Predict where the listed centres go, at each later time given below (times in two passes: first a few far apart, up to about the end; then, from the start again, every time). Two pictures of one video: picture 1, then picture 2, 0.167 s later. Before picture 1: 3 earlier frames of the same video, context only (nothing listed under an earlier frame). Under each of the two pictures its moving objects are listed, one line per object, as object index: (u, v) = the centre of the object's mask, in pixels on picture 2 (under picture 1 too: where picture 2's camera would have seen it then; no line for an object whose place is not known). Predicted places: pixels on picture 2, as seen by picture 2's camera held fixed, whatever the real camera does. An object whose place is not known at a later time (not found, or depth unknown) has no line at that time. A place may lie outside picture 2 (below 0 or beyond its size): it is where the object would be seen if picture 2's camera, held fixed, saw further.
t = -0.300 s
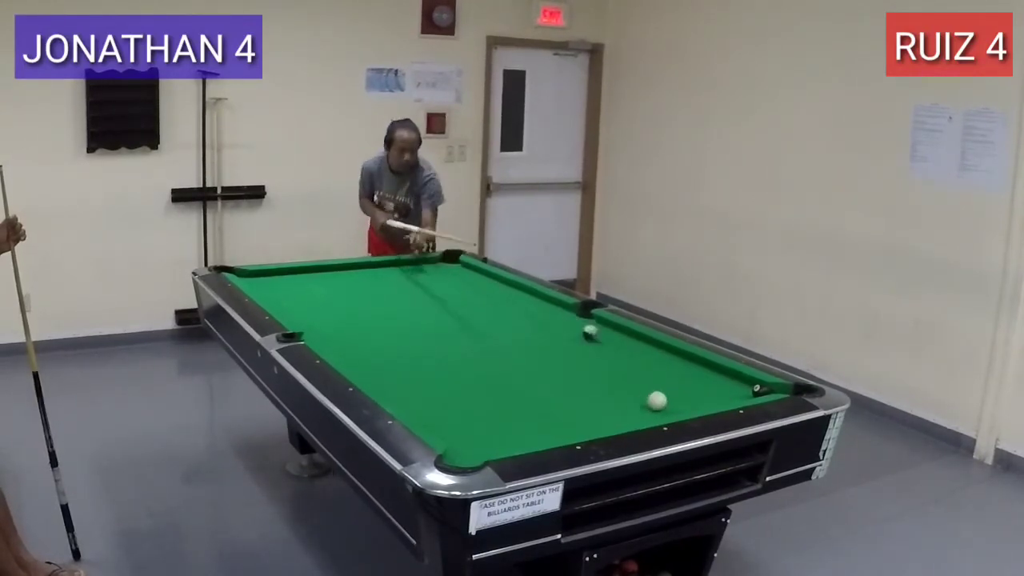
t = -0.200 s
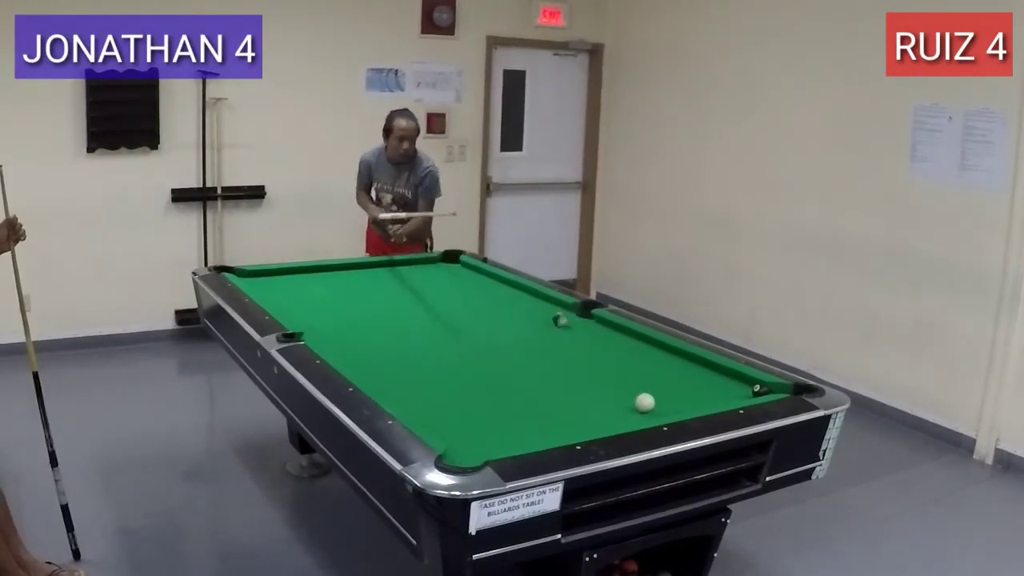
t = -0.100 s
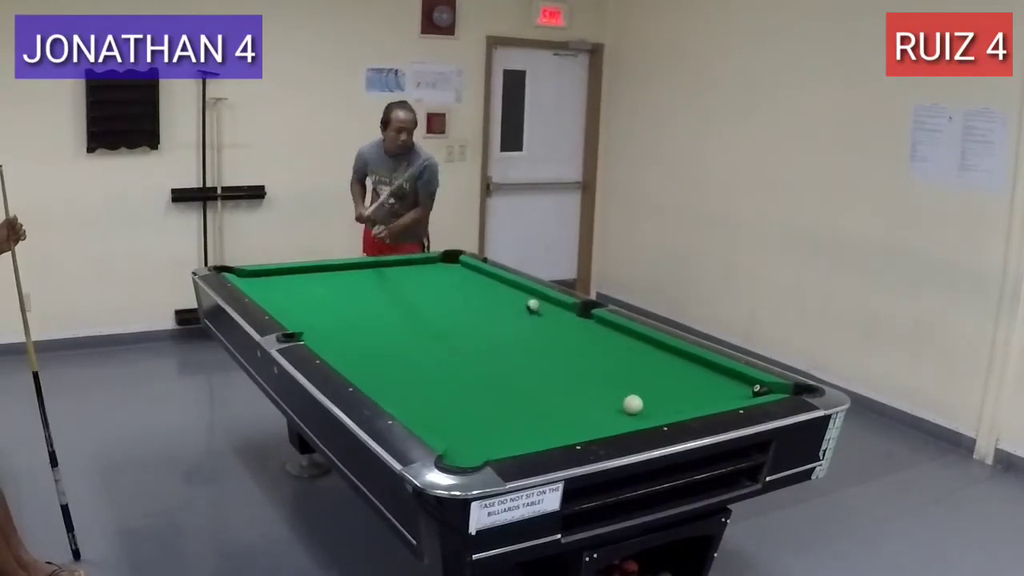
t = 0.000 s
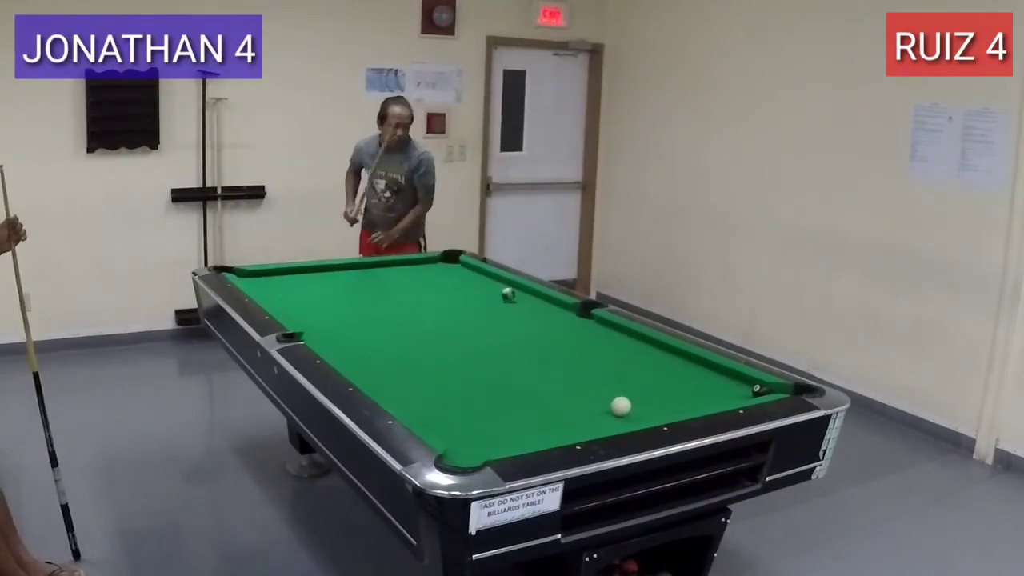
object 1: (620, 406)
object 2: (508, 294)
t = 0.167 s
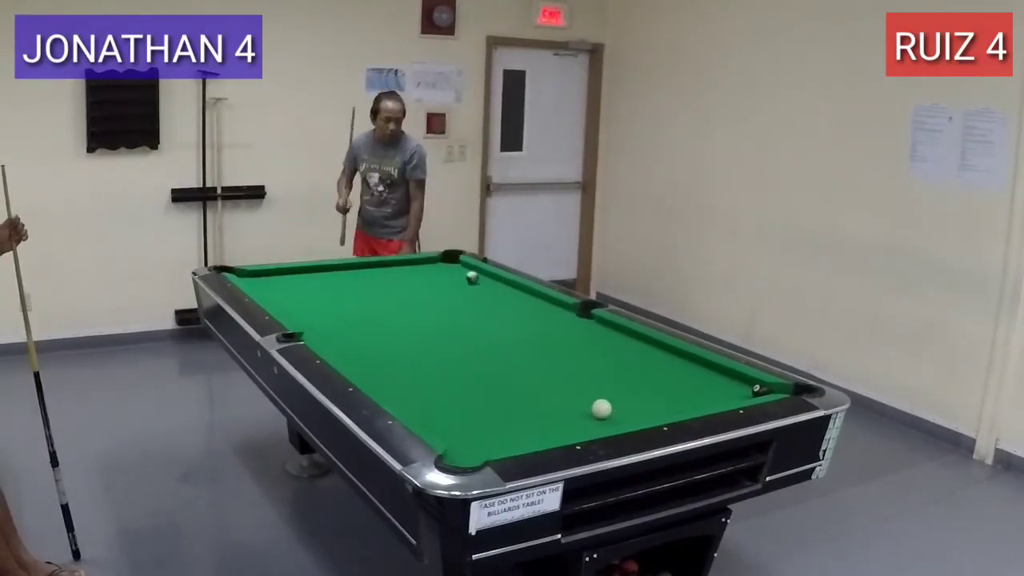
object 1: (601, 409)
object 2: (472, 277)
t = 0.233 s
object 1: (593, 410)
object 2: (459, 272)
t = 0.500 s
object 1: (564, 414)
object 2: (443, 264)
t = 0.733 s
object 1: (539, 417)
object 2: (461, 274)
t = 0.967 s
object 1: (517, 419)
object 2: (480, 286)
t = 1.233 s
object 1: (493, 422)
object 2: (503, 298)
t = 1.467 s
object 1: (474, 424)
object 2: (525, 310)
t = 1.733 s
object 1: (455, 426)
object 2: (551, 323)
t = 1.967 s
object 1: (441, 427)
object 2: (576, 337)
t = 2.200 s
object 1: (436, 426)
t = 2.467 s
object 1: (441, 426)
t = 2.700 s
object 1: (443, 425)
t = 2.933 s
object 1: (444, 425)
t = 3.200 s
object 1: (444, 425)
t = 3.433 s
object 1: (444, 425)
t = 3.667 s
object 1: (444, 425)
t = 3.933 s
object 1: (444, 425)
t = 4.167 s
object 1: (444, 425)
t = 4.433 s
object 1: (444, 425)
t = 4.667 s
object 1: (444, 425)
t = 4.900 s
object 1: (444, 425)
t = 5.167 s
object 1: (444, 425)
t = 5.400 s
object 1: (444, 425)
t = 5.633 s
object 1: (444, 425)
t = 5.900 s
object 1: (444, 425)
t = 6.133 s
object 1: (444, 425)
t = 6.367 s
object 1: (444, 425)
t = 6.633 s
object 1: (444, 425)
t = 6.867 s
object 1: (444, 425)
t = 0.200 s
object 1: (597, 409)
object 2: (466, 274)
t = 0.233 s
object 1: (593, 410)
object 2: (459, 272)
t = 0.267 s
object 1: (590, 410)
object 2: (453, 269)
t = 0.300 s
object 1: (586, 411)
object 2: (447, 265)
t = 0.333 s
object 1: (582, 411)
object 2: (441, 263)
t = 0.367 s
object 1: (578, 412)
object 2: (436, 260)
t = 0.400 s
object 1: (575, 412)
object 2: (434, 258)
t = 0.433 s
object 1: (571, 413)
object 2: (437, 261)
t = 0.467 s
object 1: (567, 413)
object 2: (440, 263)
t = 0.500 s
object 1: (564, 414)
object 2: (443, 264)
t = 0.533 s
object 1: (560, 414)
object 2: (446, 265)
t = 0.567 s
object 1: (556, 415)
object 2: (448, 267)
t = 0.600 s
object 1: (553, 415)
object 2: (450, 267)
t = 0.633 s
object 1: (550, 415)
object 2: (453, 269)
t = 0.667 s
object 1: (546, 416)
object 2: (455, 271)
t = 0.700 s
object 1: (543, 416)
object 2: (459, 272)
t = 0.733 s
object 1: (539, 417)
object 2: (461, 274)
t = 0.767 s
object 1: (536, 417)
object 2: (463, 276)
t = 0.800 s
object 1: (533, 417)
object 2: (466, 277)
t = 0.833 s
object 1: (529, 418)
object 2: (469, 279)
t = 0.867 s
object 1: (526, 418)
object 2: (472, 280)
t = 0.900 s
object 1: (523, 419)
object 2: (474, 281)
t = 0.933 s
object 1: (520, 419)
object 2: (478, 283)
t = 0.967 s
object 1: (517, 419)
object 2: (480, 286)
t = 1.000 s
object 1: (514, 419)
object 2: (482, 286)
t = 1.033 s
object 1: (510, 420)
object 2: (485, 288)
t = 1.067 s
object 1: (507, 420)
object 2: (488, 290)
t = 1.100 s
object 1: (504, 421)
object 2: (491, 291)
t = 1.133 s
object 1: (501, 421)
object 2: (494, 293)
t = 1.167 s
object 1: (498, 421)
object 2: (497, 295)
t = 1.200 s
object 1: (496, 422)
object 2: (500, 296)
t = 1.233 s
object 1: (493, 422)
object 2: (503, 298)
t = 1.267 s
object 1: (490, 422)
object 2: (506, 299)
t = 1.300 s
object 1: (487, 422)
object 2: (509, 301)
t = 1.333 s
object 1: (485, 423)
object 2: (512, 302)
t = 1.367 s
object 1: (482, 423)
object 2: (516, 305)
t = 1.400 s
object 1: (479, 423)
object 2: (518, 306)
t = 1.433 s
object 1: (477, 424)
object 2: (521, 307)
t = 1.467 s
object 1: (474, 424)
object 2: (525, 310)
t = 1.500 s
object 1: (471, 424)
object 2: (528, 311)
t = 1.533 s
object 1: (469, 424)
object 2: (531, 312)
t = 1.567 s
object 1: (466, 425)
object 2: (534, 315)
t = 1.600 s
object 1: (464, 425)
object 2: (536, 316)
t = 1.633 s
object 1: (462, 425)
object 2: (540, 318)
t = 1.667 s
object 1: (459, 425)
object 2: (544, 321)
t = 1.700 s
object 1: (457, 426)
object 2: (547, 320)
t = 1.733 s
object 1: (455, 426)
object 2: (551, 323)
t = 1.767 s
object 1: (453, 426)
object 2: (555, 326)
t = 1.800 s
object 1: (451, 426)
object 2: (557, 328)
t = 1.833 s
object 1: (449, 426)
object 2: (560, 329)
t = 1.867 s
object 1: (446, 427)
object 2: (565, 331)
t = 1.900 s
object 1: (445, 427)
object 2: (569, 333)
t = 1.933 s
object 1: (443, 427)
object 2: (572, 334)
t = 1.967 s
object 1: (441, 427)
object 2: (576, 337)
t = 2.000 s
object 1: (439, 427)
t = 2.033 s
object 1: (437, 426)
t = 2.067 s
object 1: (436, 426)
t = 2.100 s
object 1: (434, 426)
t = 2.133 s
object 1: (435, 426)
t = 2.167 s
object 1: (435, 426)
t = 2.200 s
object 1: (436, 426)
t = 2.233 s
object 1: (437, 426)
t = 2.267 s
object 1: (438, 426)
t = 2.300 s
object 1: (438, 426)
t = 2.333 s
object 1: (439, 426)
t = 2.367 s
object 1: (439, 426)
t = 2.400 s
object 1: (440, 426)
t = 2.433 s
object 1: (440, 426)
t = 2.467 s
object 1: (441, 426)
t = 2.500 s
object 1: (441, 425)
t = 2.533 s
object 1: (442, 425)
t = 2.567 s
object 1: (442, 425)
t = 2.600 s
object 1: (442, 425)
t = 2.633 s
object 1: (442, 425)
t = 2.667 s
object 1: (443, 425)
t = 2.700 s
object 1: (443, 425)
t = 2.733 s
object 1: (443, 425)
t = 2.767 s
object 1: (443, 425)
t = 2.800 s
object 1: (444, 425)
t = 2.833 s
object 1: (444, 425)
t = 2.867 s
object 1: (444, 425)
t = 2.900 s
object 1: (444, 425)
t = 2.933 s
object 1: (444, 425)
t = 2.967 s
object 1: (444, 425)
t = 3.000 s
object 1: (444, 425)
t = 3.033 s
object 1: (444, 425)
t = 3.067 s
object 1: (444, 425)
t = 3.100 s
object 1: (444, 425)
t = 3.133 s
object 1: (444, 425)
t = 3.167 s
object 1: (444, 425)
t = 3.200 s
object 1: (444, 425)
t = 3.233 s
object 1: (444, 425)
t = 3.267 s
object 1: (444, 425)
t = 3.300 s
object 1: (444, 425)
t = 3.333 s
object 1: (444, 425)
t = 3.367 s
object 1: (444, 425)
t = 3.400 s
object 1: (444, 425)
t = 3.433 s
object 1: (444, 425)
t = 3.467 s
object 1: (444, 425)
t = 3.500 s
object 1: (444, 425)
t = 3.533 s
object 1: (444, 425)
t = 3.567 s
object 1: (444, 425)
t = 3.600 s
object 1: (444, 425)
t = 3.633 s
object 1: (444, 425)
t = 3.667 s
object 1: (444, 425)
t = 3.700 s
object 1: (444, 425)
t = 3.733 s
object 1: (444, 425)
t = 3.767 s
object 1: (444, 425)
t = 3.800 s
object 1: (444, 425)
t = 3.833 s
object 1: (444, 425)
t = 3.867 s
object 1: (444, 425)
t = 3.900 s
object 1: (444, 425)
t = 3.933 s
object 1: (444, 425)
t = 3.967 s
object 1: (444, 425)
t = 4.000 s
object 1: (444, 425)
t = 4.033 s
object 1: (444, 425)
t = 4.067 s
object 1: (444, 425)
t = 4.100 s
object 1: (444, 425)
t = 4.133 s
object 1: (444, 425)
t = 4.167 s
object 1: (444, 425)
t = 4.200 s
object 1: (444, 425)
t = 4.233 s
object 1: (444, 425)
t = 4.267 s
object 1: (444, 425)
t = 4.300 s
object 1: (444, 425)
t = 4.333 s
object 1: (444, 425)
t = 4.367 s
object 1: (444, 425)
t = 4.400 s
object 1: (444, 425)
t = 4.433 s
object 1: (444, 425)
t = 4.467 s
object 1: (444, 425)
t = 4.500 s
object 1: (444, 425)
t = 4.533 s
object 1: (444, 425)
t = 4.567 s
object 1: (444, 425)
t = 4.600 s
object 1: (444, 425)
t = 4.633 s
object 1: (444, 425)
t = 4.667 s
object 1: (444, 425)
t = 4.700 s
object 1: (444, 425)
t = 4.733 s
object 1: (444, 425)
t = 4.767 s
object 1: (444, 425)
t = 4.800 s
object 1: (444, 425)
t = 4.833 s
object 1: (444, 425)
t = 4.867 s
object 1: (444, 425)
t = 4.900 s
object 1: (444, 425)
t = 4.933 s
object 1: (444, 425)
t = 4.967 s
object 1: (444, 425)
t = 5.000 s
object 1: (444, 425)
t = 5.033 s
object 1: (444, 425)
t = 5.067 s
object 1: (444, 425)
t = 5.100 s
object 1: (444, 425)
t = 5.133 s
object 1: (444, 425)
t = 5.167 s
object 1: (444, 425)
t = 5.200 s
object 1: (444, 425)
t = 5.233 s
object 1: (444, 425)
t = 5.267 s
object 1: (444, 425)
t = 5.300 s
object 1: (444, 425)
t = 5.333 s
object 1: (444, 425)
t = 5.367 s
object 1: (444, 425)
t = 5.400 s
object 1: (444, 425)
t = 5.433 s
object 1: (444, 425)
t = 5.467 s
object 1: (444, 425)
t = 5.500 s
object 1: (444, 425)
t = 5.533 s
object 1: (444, 425)
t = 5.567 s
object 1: (444, 425)
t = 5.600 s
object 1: (444, 425)
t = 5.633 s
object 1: (444, 425)
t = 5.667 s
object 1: (444, 425)
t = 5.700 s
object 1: (444, 425)
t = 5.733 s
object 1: (444, 425)
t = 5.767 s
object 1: (444, 425)
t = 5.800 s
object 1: (444, 425)
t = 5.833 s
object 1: (444, 425)
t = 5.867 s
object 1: (444, 425)
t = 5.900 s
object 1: (444, 425)
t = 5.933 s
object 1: (444, 425)
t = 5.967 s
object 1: (444, 425)
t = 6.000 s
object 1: (444, 425)
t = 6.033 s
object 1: (444, 425)
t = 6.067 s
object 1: (444, 425)
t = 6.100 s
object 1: (444, 425)
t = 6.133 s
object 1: (444, 425)
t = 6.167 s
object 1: (444, 425)
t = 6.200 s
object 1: (444, 425)
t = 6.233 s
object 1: (444, 425)
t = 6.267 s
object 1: (444, 425)
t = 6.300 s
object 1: (444, 425)
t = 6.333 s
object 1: (444, 425)
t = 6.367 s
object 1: (444, 425)
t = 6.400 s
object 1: (444, 425)
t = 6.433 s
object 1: (444, 425)
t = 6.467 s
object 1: (444, 425)
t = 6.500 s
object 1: (444, 425)
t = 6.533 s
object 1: (444, 425)
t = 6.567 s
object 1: (444, 425)
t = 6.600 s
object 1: (444, 425)
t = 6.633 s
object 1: (444, 425)
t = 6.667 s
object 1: (444, 425)
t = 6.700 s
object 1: (444, 425)
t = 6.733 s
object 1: (444, 425)
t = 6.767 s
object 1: (444, 425)
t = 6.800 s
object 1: (444, 425)
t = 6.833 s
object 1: (444, 425)
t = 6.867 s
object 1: (444, 425)
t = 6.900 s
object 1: (444, 425)
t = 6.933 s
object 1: (444, 425)
